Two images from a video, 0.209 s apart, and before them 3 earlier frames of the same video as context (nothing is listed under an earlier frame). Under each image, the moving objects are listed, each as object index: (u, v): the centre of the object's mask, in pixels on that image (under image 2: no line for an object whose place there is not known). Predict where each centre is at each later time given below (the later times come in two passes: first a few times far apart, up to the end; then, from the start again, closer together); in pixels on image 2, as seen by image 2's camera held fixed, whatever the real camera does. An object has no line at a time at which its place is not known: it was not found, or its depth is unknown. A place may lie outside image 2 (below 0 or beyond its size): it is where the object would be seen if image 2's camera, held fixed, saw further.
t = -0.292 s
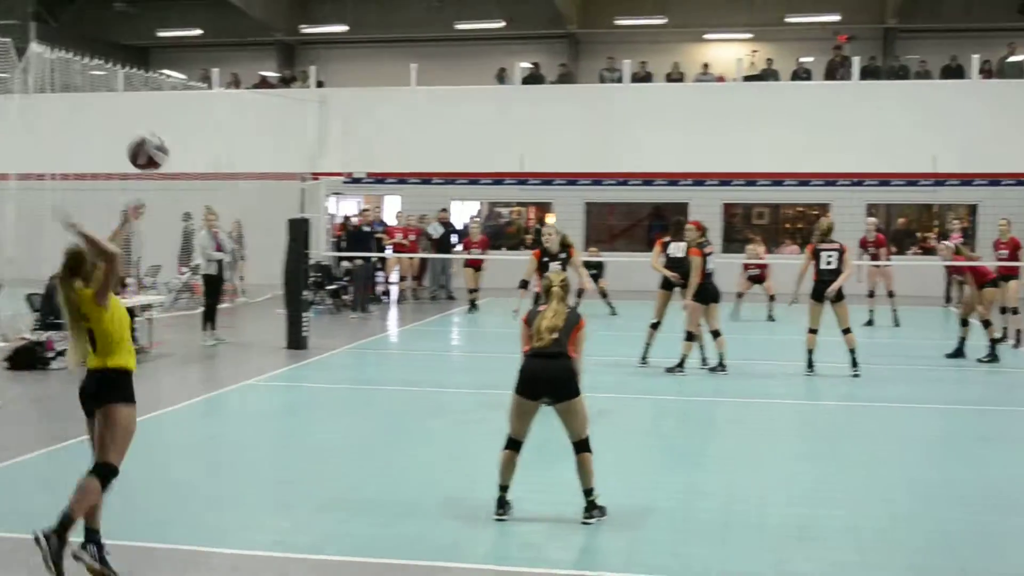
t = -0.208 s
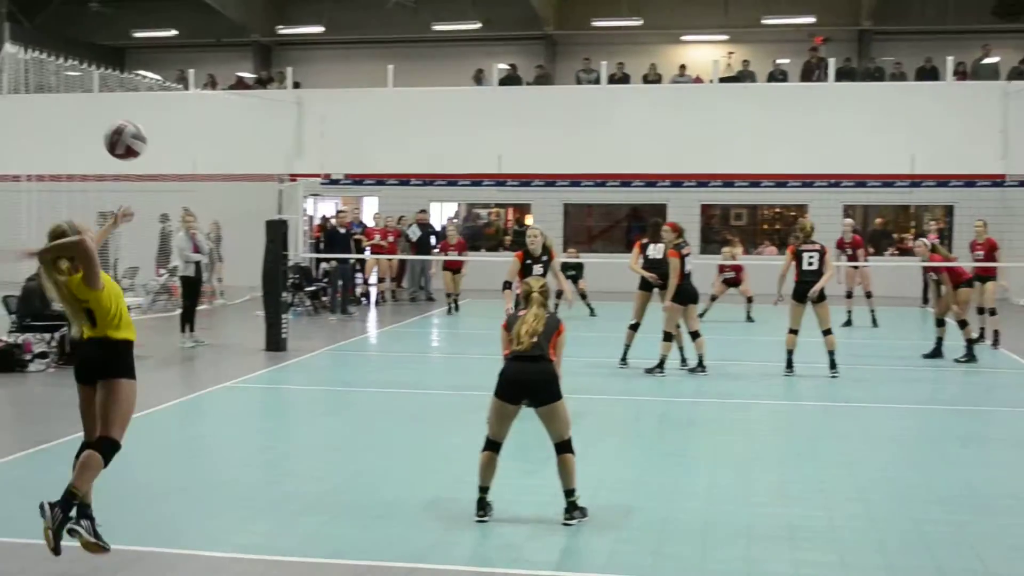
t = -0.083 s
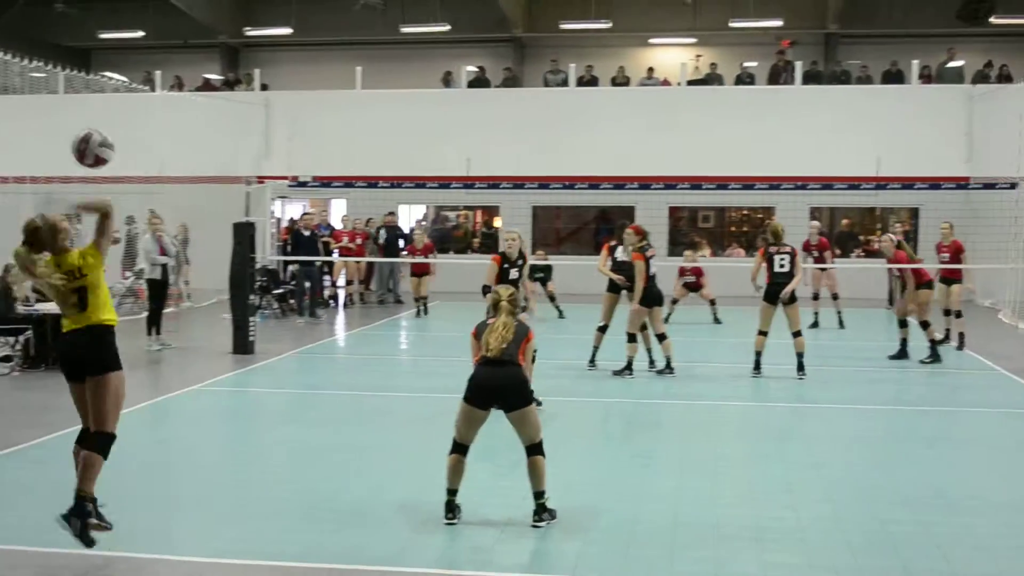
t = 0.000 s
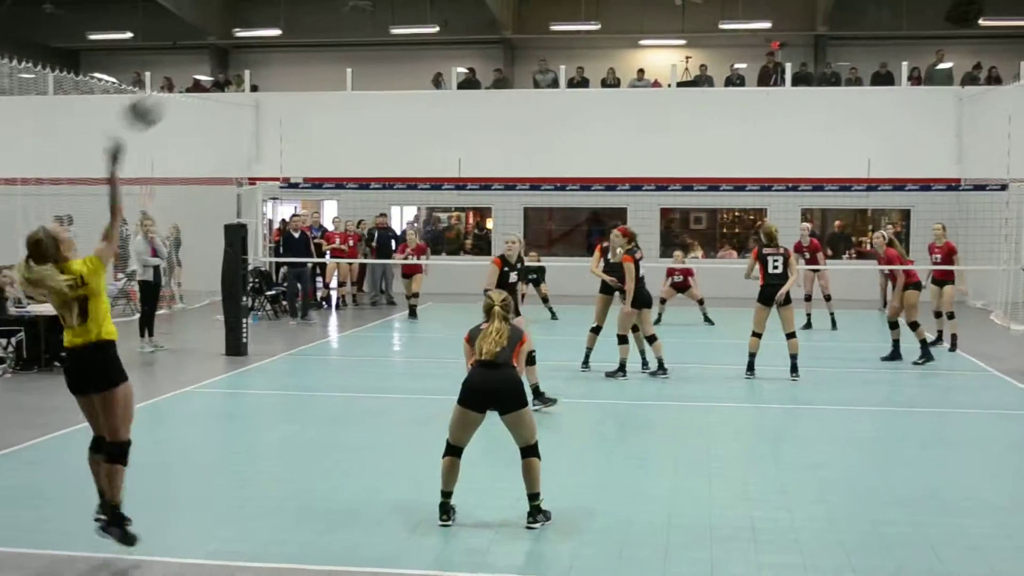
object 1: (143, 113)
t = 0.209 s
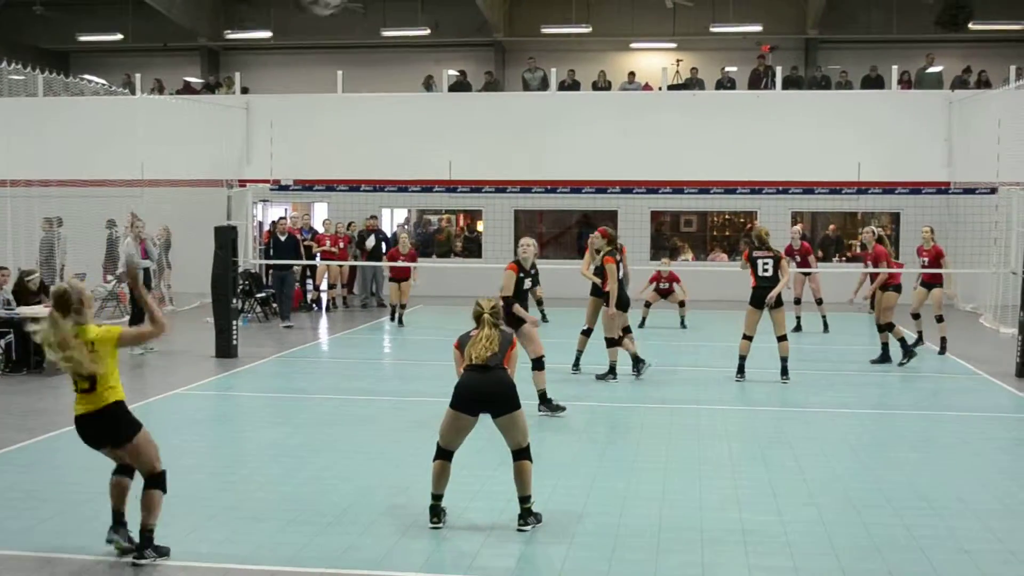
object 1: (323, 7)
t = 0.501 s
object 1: (482, 4)
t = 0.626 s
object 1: (527, 17)
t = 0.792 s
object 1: (574, 60)
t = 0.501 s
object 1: (482, 4)
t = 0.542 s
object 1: (497, 7)
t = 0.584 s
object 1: (512, 11)
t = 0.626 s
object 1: (527, 17)
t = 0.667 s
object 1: (539, 26)
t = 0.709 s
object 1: (551, 37)
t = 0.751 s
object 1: (563, 49)
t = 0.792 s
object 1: (574, 60)
